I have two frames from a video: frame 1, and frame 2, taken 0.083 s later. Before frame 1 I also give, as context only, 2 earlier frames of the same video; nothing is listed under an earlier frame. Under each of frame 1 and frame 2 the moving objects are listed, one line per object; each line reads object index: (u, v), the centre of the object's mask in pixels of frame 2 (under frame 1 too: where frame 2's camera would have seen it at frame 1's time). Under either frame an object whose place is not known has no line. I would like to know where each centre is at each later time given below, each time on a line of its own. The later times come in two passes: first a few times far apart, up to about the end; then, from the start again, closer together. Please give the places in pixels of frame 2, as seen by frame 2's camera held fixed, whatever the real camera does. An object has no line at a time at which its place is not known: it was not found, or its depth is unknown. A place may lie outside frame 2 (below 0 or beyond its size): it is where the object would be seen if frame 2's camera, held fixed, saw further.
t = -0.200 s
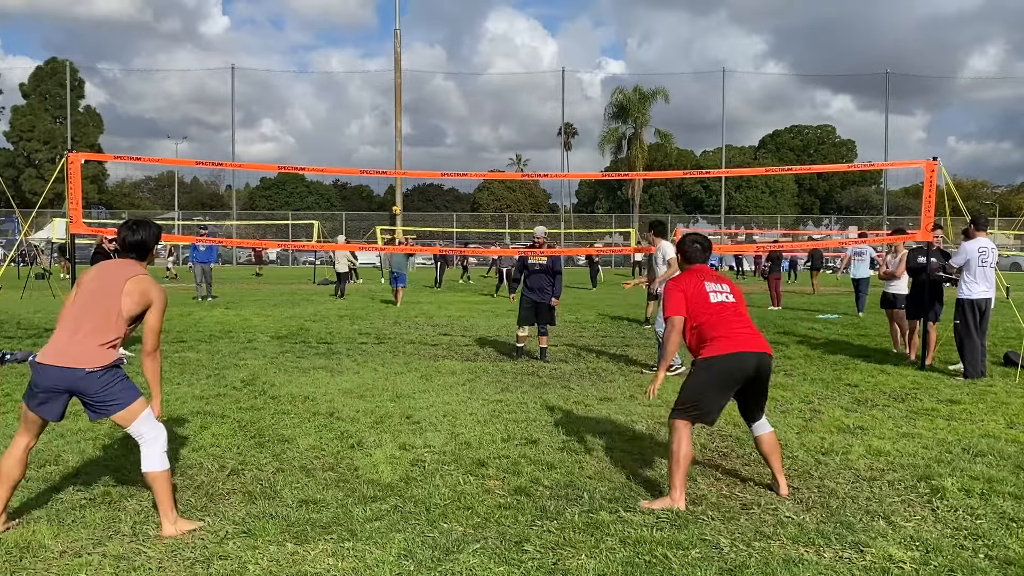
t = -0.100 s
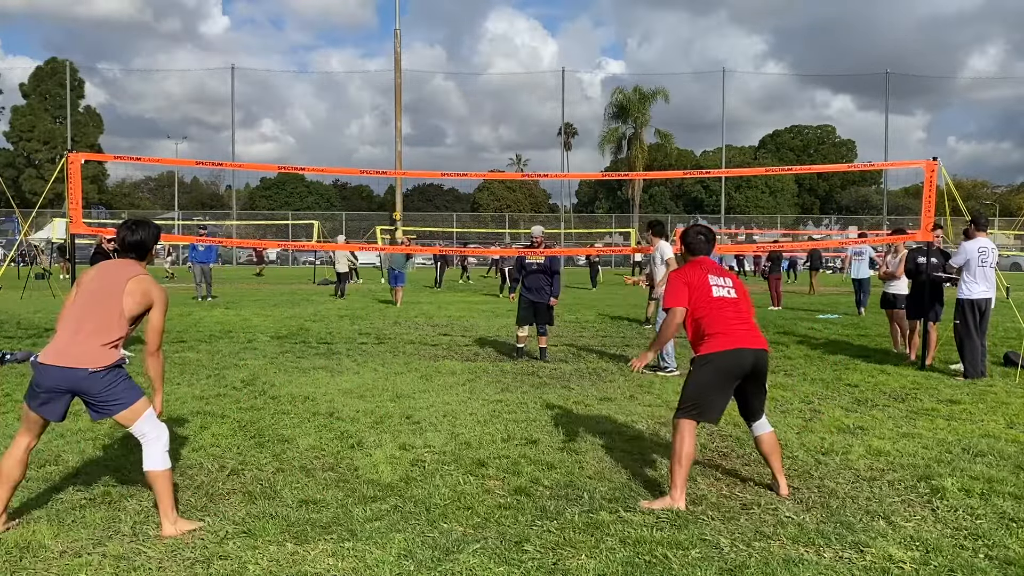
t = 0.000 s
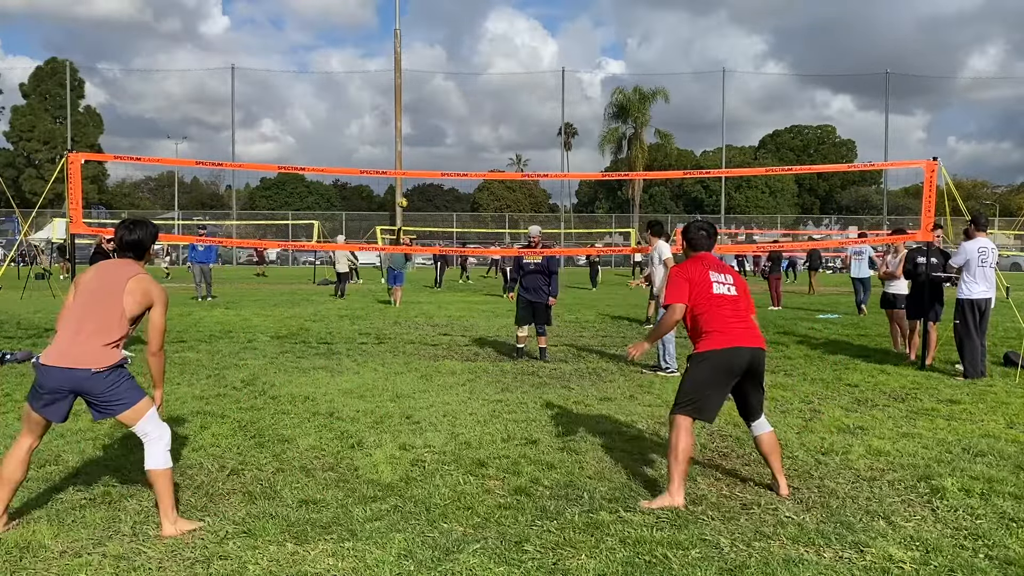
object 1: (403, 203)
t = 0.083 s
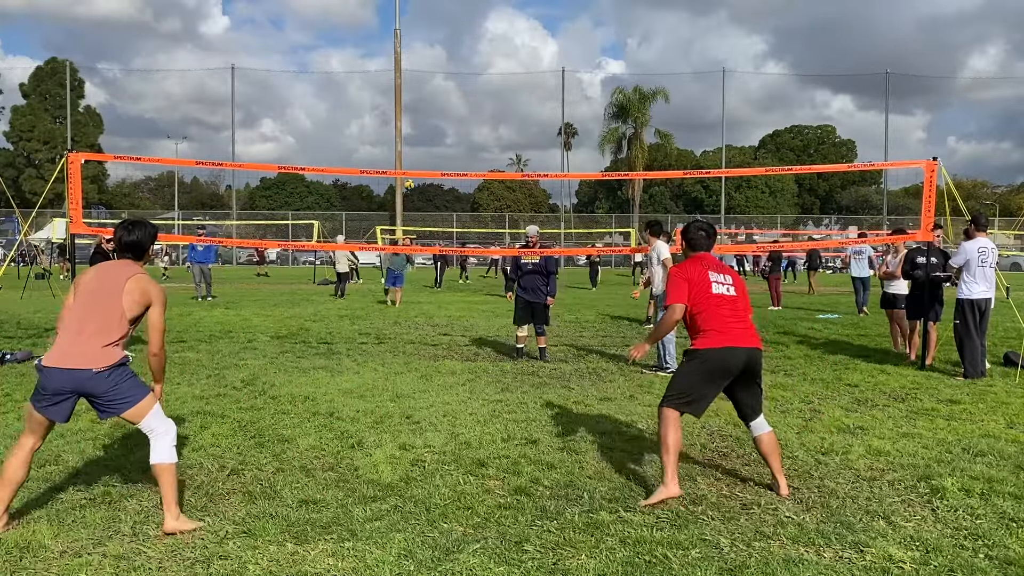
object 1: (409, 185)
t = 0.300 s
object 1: (433, 142)
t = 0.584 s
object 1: (485, 107)
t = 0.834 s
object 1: (562, 118)
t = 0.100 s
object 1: (410, 182)
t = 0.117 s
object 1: (411, 180)
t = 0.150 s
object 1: (414, 168)
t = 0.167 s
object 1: (416, 166)
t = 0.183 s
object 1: (418, 163)
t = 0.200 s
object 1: (420, 160)
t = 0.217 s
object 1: (422, 158)
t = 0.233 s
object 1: (424, 154)
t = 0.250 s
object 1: (427, 151)
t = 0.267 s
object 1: (428, 148)
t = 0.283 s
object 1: (431, 145)
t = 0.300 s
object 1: (433, 142)
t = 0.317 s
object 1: (435, 139)
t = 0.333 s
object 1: (438, 136)
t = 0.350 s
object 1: (440, 133)
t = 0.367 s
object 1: (443, 130)
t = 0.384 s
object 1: (446, 128)
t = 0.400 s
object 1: (448, 126)
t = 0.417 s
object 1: (451, 124)
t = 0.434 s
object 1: (454, 122)
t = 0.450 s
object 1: (457, 120)
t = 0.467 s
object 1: (460, 118)
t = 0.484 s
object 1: (463, 116)
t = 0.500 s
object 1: (467, 114)
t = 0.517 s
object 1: (470, 113)
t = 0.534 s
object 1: (473, 111)
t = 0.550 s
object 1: (477, 110)
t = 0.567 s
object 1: (481, 109)
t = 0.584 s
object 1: (485, 107)
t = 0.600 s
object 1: (489, 107)
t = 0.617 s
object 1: (494, 106)
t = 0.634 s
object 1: (498, 106)
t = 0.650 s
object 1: (503, 106)
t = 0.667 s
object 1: (507, 105)
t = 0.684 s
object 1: (512, 105)
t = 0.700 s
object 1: (517, 106)
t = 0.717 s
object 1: (522, 107)
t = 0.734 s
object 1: (527, 107)
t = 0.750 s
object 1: (533, 108)
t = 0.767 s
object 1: (538, 110)
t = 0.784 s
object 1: (544, 112)
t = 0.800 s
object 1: (550, 114)
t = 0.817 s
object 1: (556, 116)
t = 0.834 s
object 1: (562, 118)
